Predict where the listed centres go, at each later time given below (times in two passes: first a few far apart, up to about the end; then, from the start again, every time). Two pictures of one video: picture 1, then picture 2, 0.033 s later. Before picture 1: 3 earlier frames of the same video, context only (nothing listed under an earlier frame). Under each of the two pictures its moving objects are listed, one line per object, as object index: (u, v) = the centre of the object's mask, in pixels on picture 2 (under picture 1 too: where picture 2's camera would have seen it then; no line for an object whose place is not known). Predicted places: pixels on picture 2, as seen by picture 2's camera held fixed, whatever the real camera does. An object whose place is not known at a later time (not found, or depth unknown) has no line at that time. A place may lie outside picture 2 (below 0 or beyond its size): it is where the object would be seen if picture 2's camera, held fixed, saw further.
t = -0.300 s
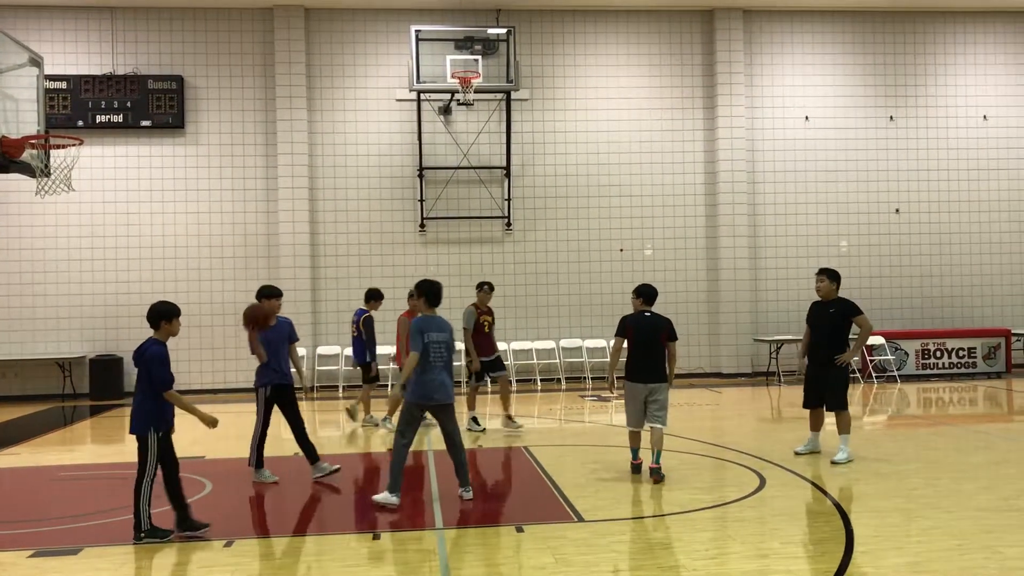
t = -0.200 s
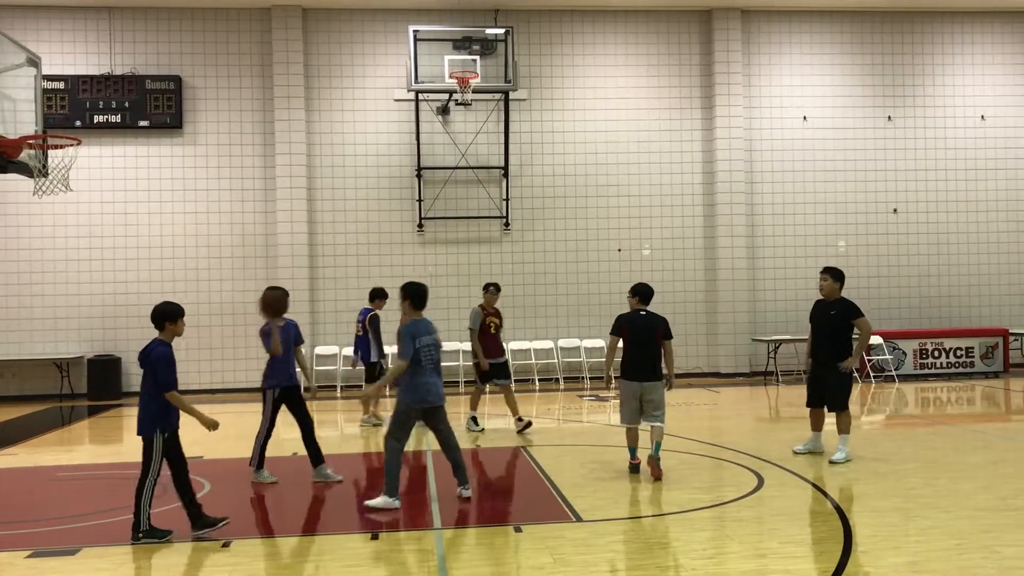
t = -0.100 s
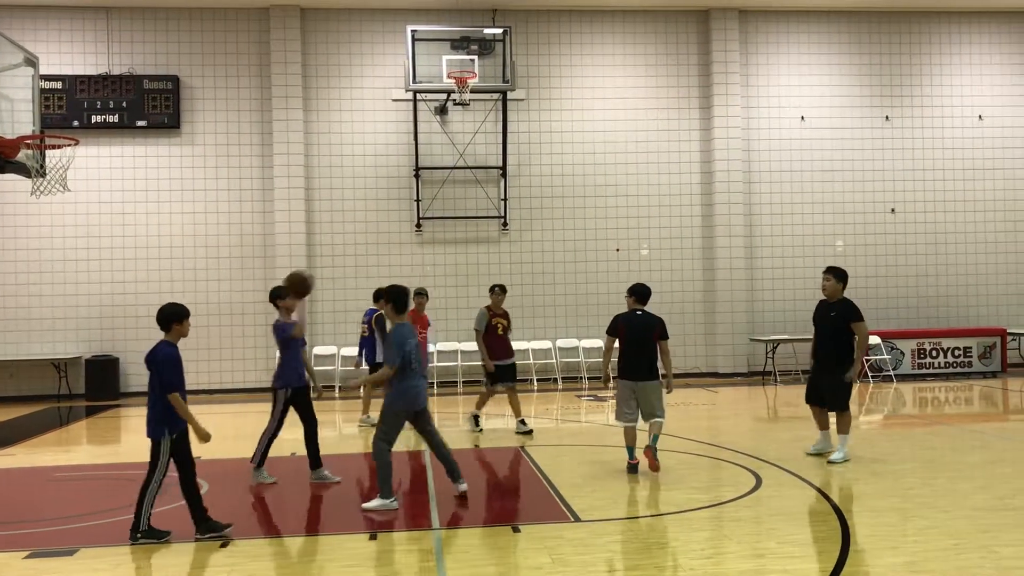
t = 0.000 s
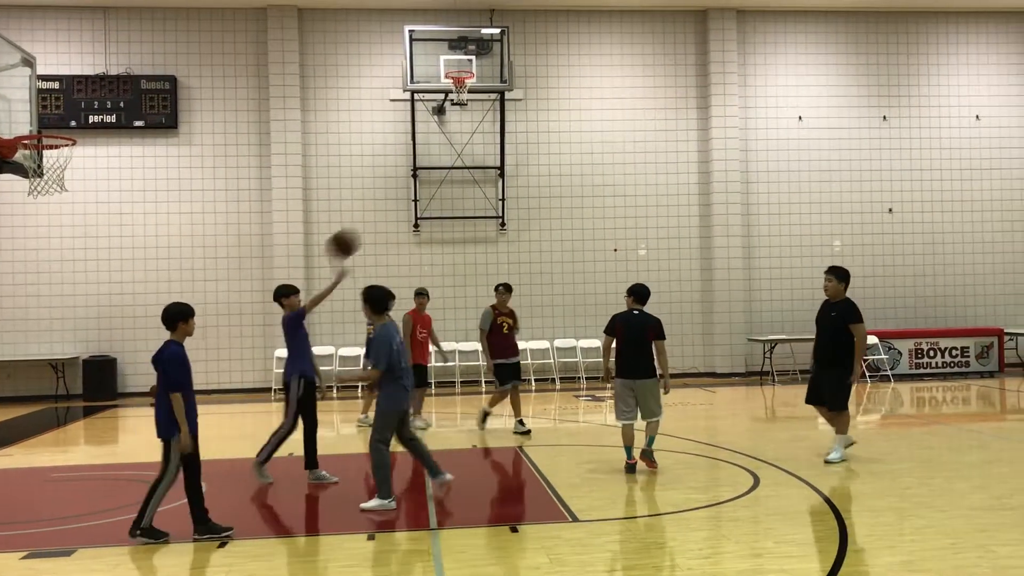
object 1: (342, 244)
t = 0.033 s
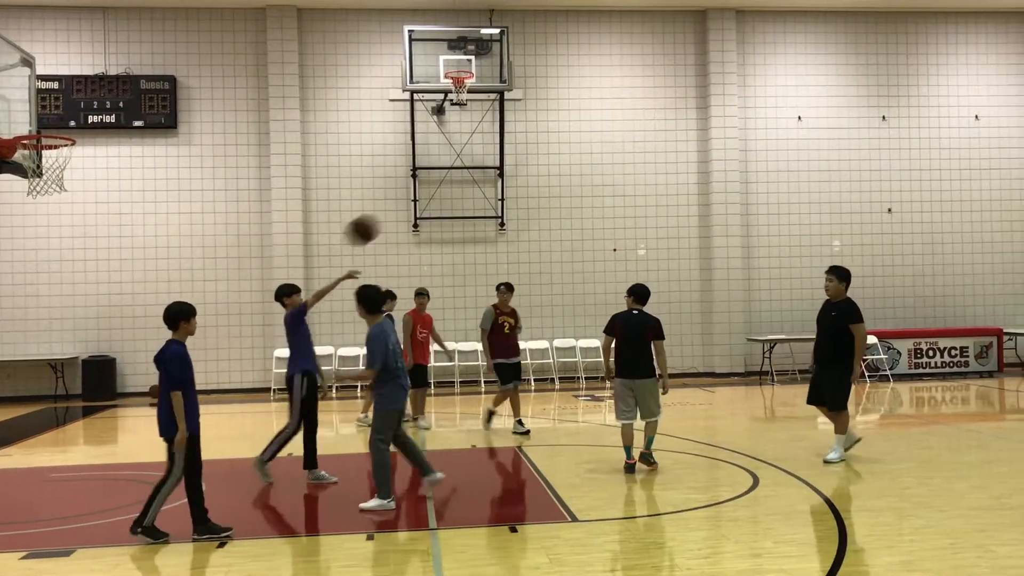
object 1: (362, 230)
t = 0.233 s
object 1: (482, 172)
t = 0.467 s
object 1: (619, 159)
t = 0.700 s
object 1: (753, 206)
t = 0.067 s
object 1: (382, 217)
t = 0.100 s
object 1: (399, 207)
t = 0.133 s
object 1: (423, 196)
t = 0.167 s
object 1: (443, 186)
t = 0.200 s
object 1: (461, 179)
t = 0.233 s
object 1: (482, 172)
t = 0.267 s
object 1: (502, 166)
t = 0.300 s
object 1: (522, 161)
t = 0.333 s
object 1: (541, 159)
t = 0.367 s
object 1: (560, 157)
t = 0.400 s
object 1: (579, 157)
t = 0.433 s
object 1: (599, 157)
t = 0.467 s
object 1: (619, 159)
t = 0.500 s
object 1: (638, 162)
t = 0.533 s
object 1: (657, 166)
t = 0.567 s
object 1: (676, 172)
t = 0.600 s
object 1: (696, 179)
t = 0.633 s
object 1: (716, 187)
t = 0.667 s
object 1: (735, 196)
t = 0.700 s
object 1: (753, 206)
